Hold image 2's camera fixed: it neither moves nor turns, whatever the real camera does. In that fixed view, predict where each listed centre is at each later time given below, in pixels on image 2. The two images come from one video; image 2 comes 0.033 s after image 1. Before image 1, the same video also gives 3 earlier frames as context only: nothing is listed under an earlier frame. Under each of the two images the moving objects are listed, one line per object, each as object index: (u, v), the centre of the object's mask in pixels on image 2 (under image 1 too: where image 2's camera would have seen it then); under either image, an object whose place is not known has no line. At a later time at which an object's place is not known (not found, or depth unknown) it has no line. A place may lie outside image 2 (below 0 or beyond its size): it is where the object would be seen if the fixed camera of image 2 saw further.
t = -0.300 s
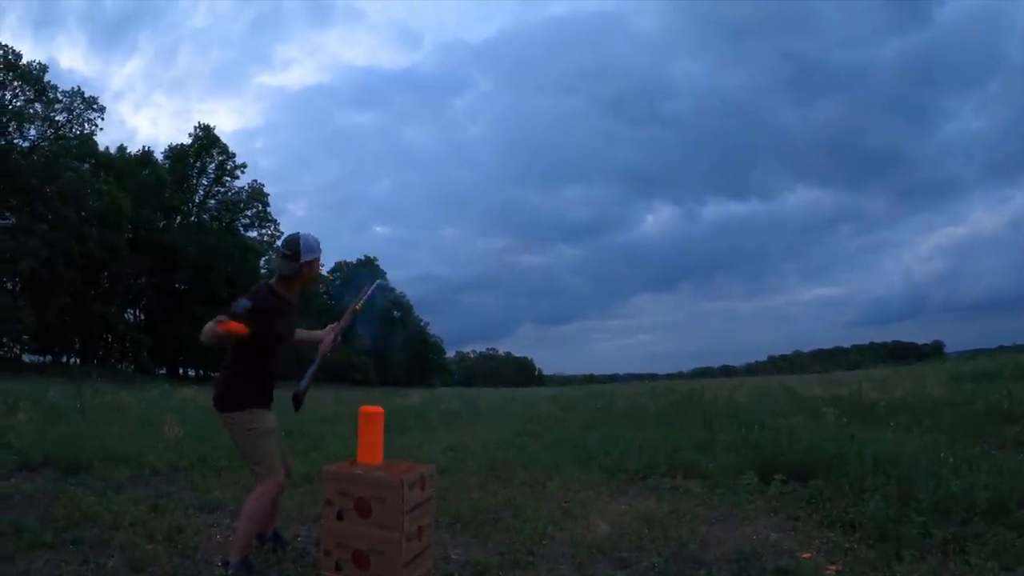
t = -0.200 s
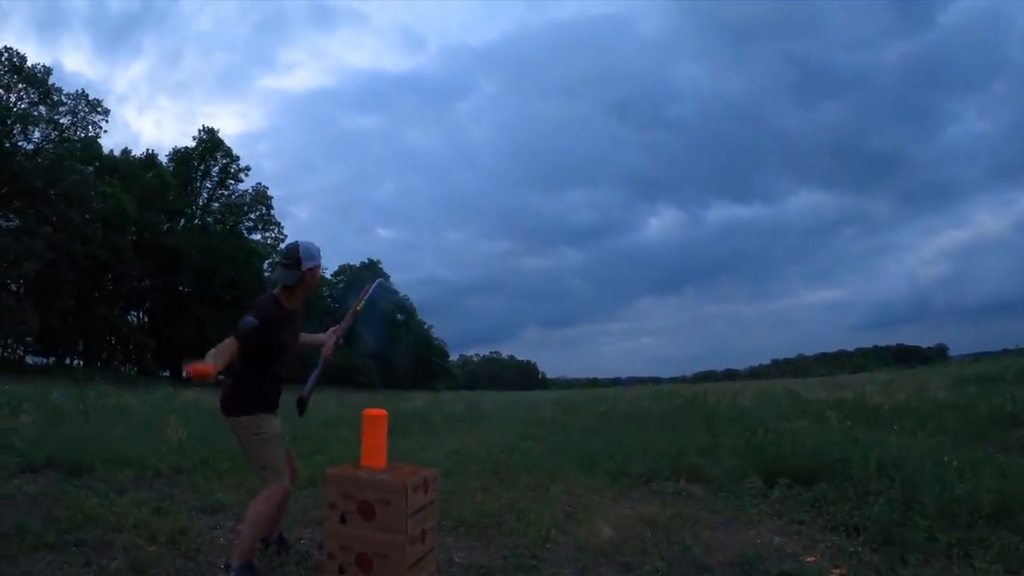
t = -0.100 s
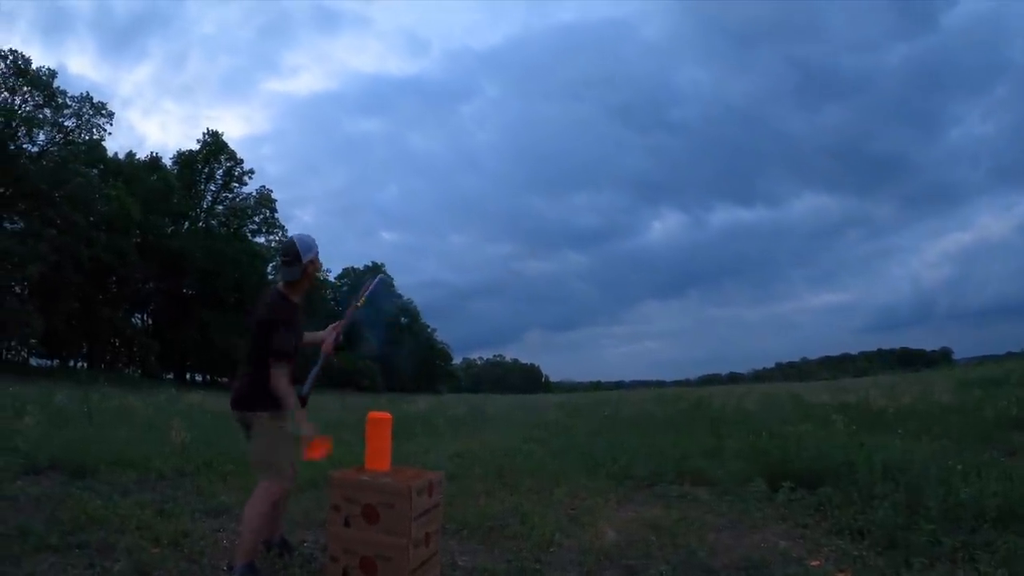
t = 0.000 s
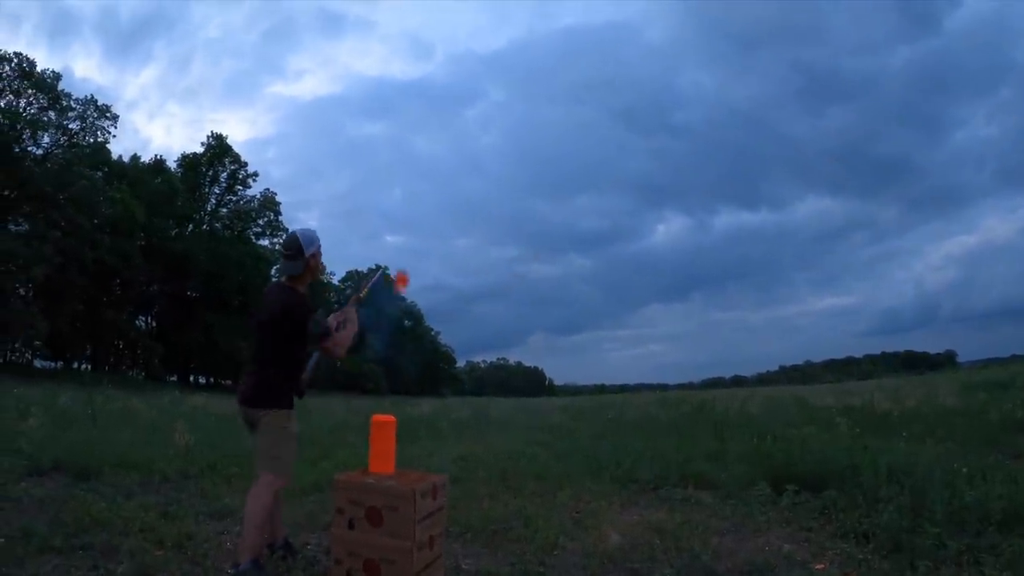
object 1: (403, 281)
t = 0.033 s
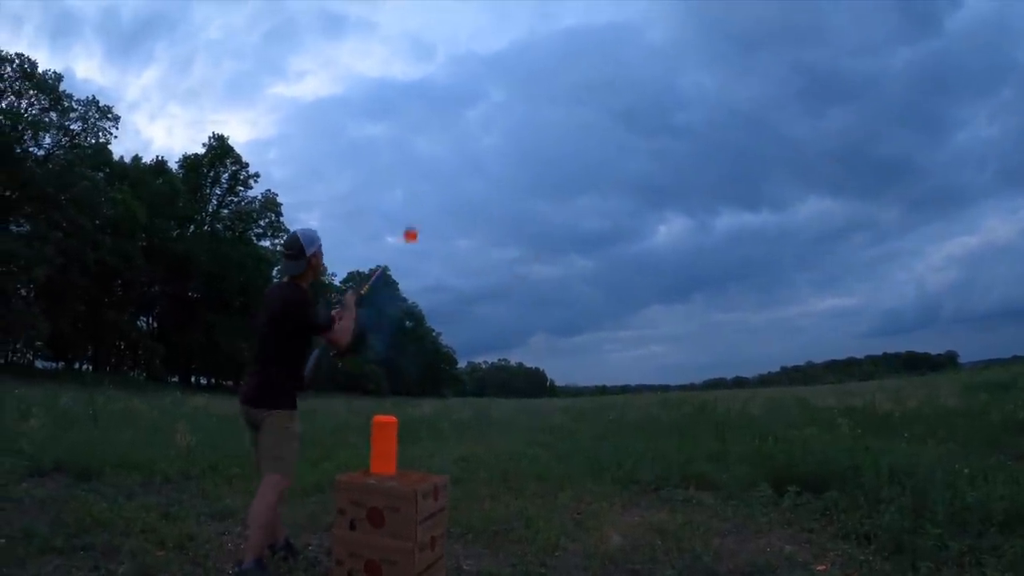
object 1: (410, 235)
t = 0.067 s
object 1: (417, 200)
